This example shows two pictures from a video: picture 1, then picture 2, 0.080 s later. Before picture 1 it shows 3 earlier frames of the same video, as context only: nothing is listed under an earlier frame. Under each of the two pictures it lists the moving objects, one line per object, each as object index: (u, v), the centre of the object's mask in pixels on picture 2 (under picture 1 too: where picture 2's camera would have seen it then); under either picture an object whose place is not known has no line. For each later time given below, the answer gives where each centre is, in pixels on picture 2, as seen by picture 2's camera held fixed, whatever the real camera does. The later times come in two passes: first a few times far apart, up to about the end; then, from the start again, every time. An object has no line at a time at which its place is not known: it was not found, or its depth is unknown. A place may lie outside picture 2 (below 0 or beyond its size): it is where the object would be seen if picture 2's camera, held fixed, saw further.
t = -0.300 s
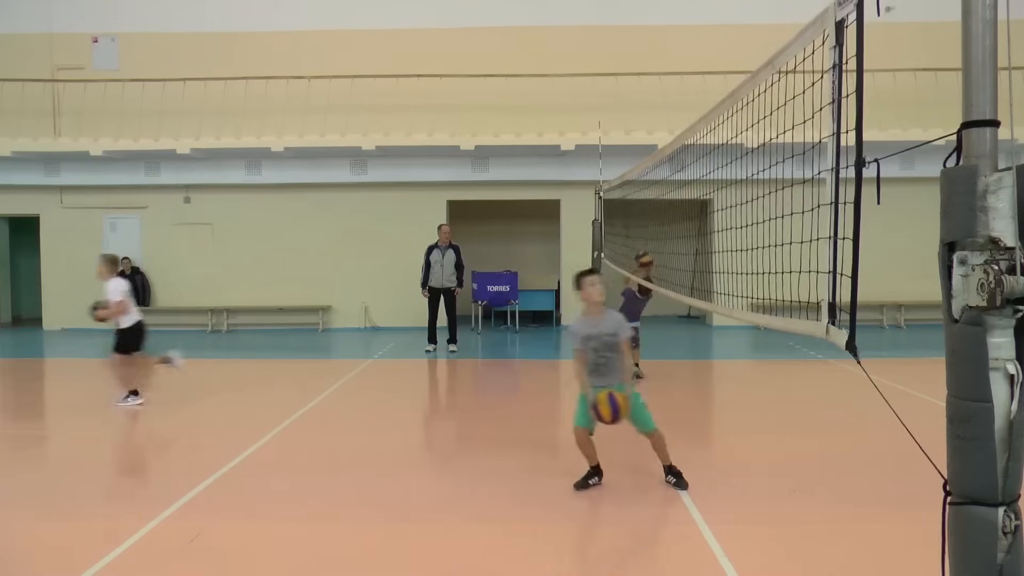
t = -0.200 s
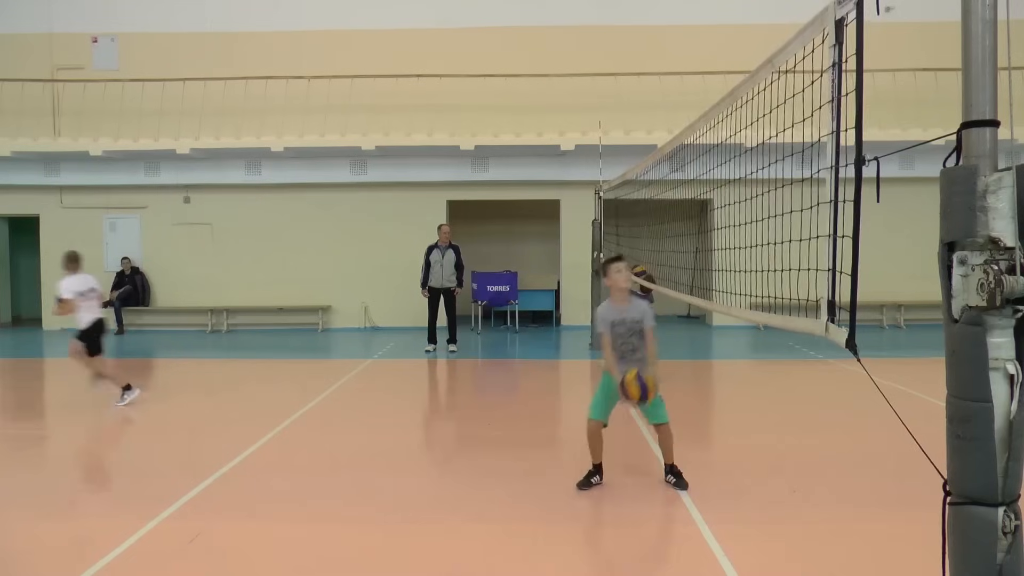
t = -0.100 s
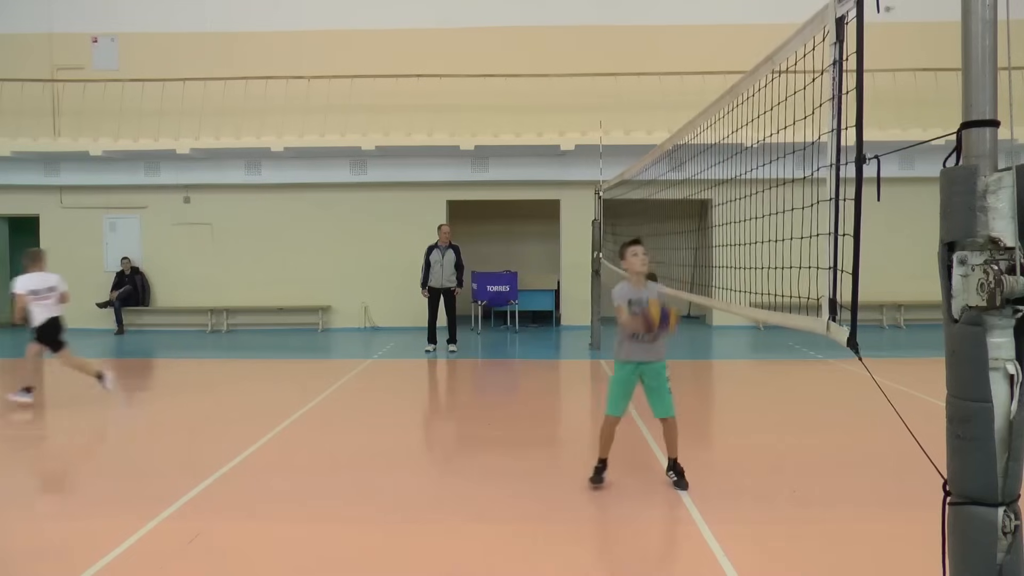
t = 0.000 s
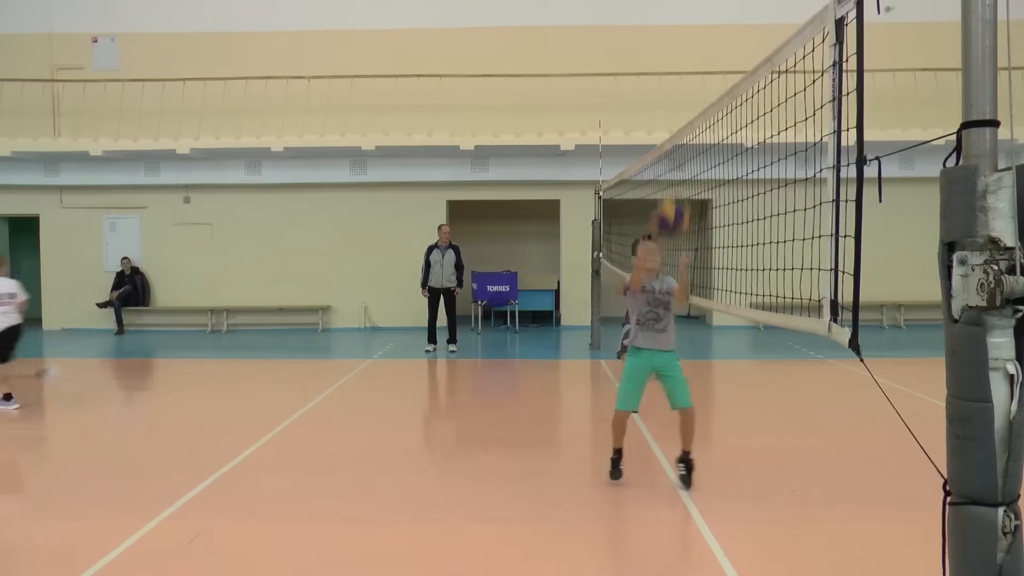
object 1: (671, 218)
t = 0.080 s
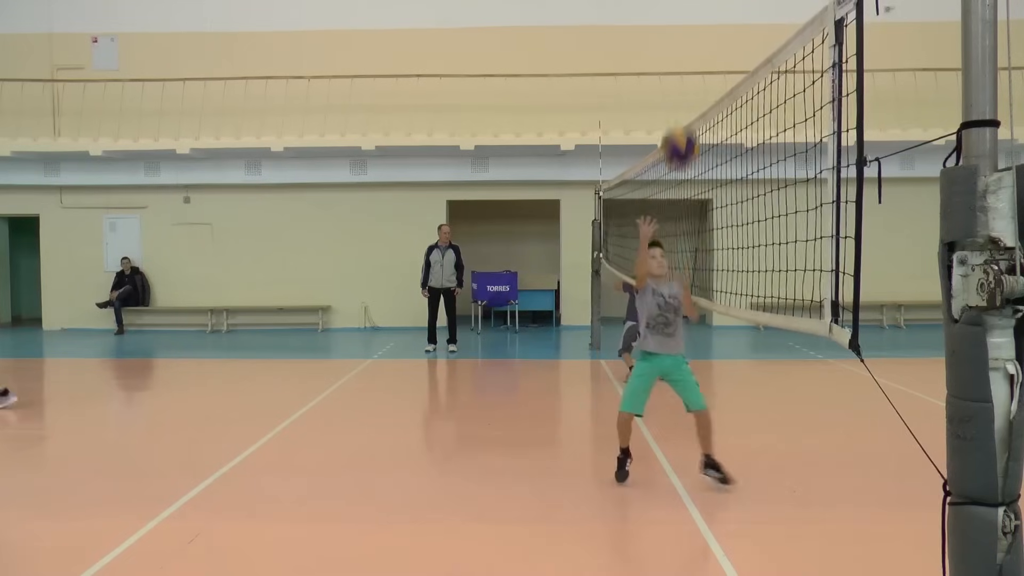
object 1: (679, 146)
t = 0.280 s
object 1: (676, 69)
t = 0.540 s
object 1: (662, 83)
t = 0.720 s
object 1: (652, 169)
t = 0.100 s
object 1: (681, 130)
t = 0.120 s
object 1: (683, 118)
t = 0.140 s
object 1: (682, 110)
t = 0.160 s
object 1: (681, 102)
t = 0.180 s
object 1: (680, 94)
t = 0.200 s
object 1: (680, 88)
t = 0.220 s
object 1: (679, 82)
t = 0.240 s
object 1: (677, 77)
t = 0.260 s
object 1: (677, 73)
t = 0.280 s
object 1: (676, 69)
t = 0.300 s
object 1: (674, 66)
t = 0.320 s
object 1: (673, 63)
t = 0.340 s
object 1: (672, 62)
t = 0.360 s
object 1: (671, 60)
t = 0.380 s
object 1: (670, 60)
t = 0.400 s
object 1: (669, 61)
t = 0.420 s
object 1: (668, 62)
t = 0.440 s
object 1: (667, 63)
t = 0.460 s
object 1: (666, 66)
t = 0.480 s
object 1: (665, 69)
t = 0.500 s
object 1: (664, 73)
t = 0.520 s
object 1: (663, 78)
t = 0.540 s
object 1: (662, 83)
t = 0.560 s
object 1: (661, 89)
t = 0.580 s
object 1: (660, 96)
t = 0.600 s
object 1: (659, 104)
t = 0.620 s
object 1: (658, 113)
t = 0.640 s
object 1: (657, 122)
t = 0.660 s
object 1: (655, 132)
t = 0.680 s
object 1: (654, 143)
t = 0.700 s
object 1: (652, 155)
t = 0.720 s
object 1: (652, 169)
